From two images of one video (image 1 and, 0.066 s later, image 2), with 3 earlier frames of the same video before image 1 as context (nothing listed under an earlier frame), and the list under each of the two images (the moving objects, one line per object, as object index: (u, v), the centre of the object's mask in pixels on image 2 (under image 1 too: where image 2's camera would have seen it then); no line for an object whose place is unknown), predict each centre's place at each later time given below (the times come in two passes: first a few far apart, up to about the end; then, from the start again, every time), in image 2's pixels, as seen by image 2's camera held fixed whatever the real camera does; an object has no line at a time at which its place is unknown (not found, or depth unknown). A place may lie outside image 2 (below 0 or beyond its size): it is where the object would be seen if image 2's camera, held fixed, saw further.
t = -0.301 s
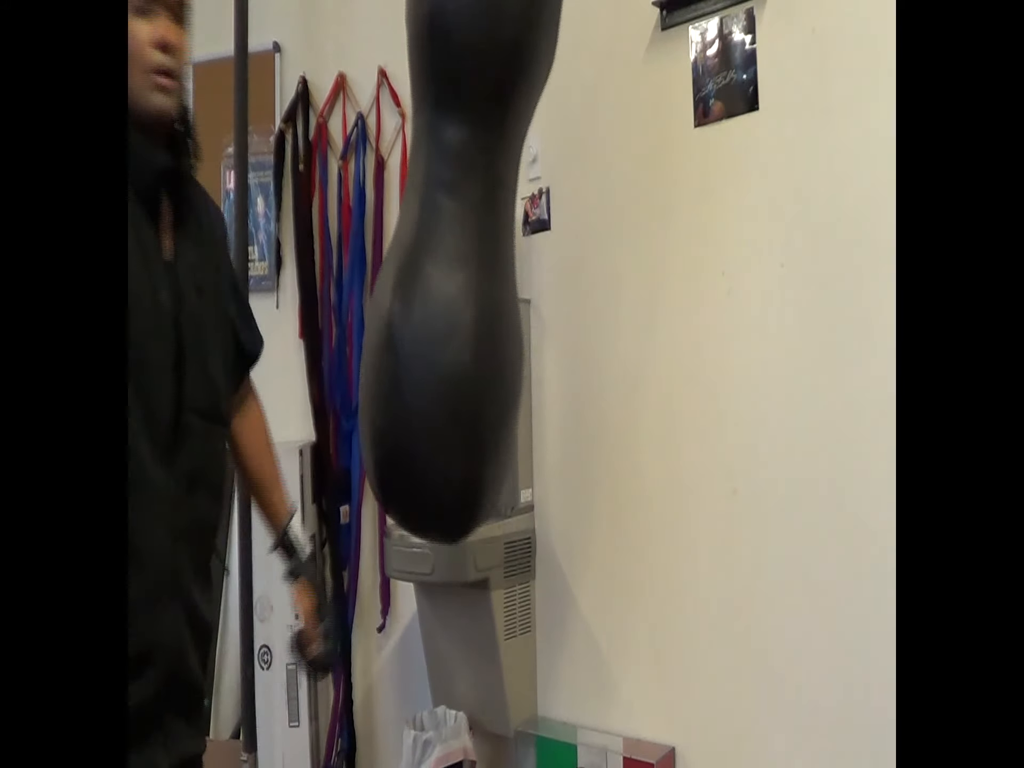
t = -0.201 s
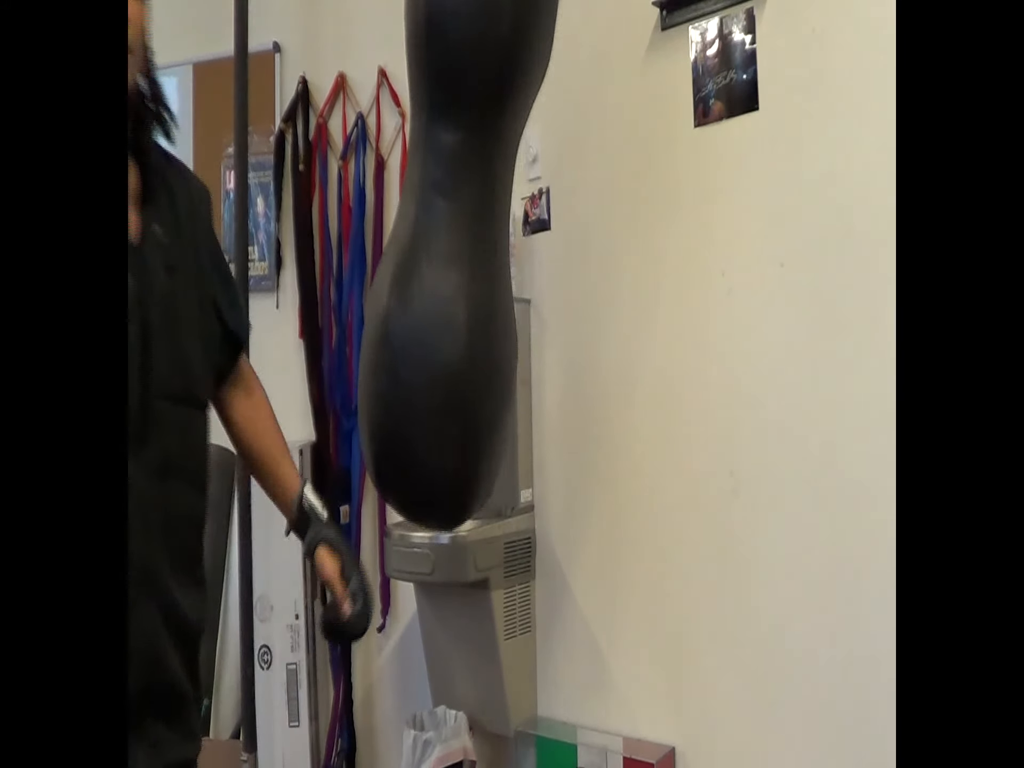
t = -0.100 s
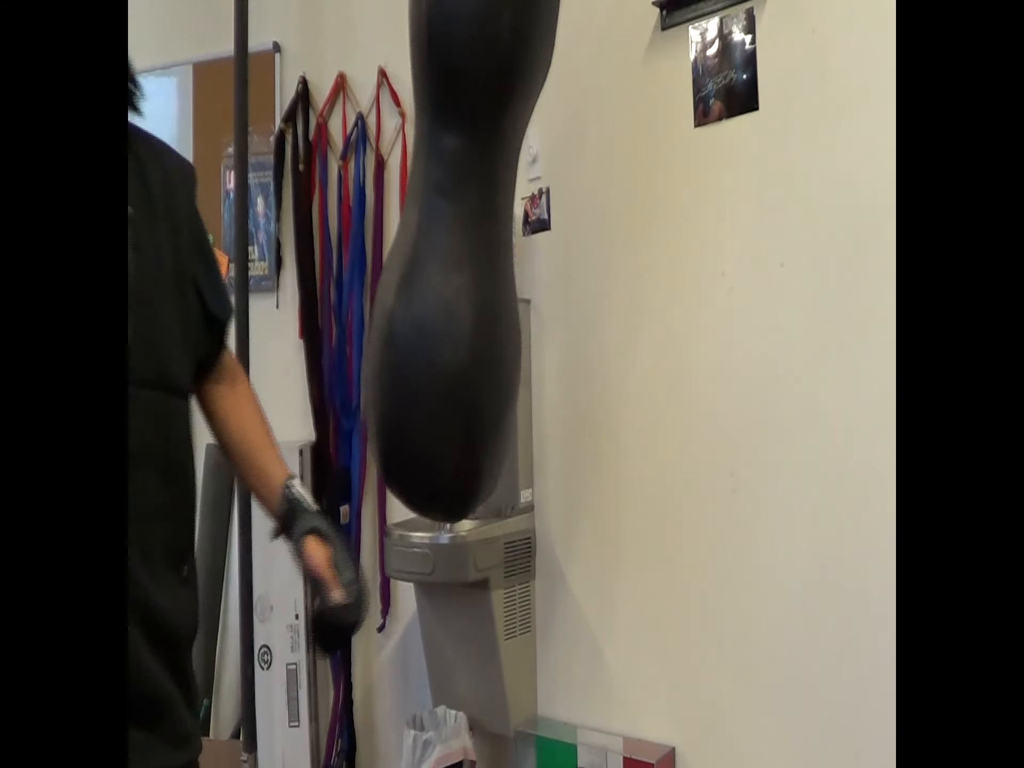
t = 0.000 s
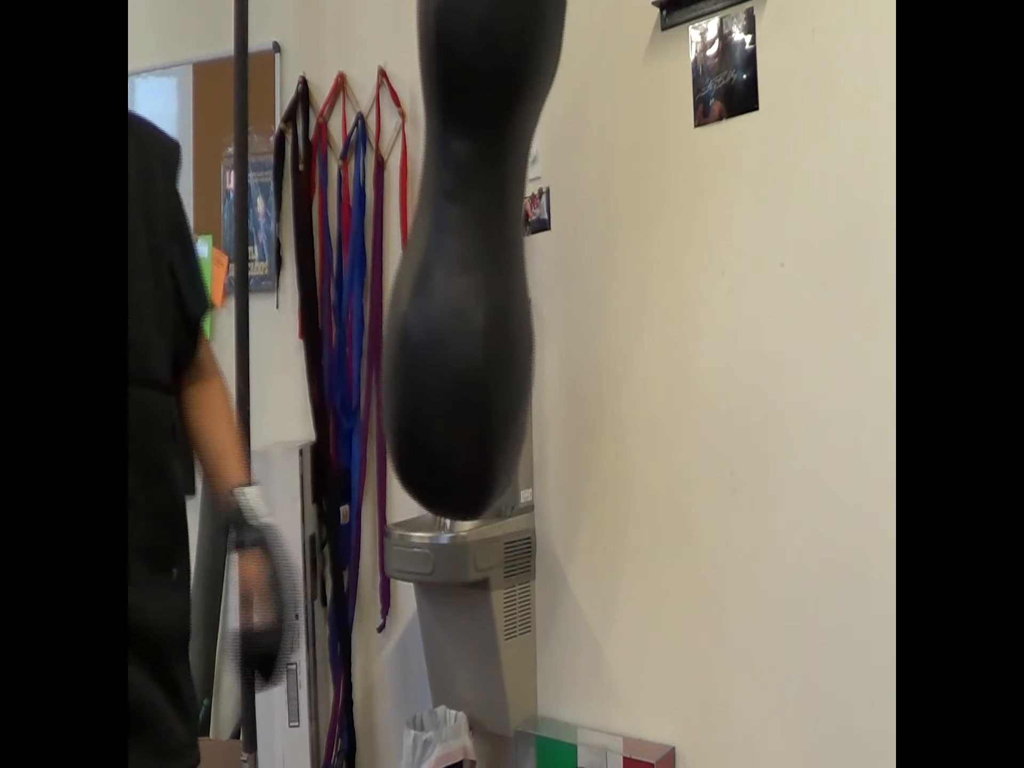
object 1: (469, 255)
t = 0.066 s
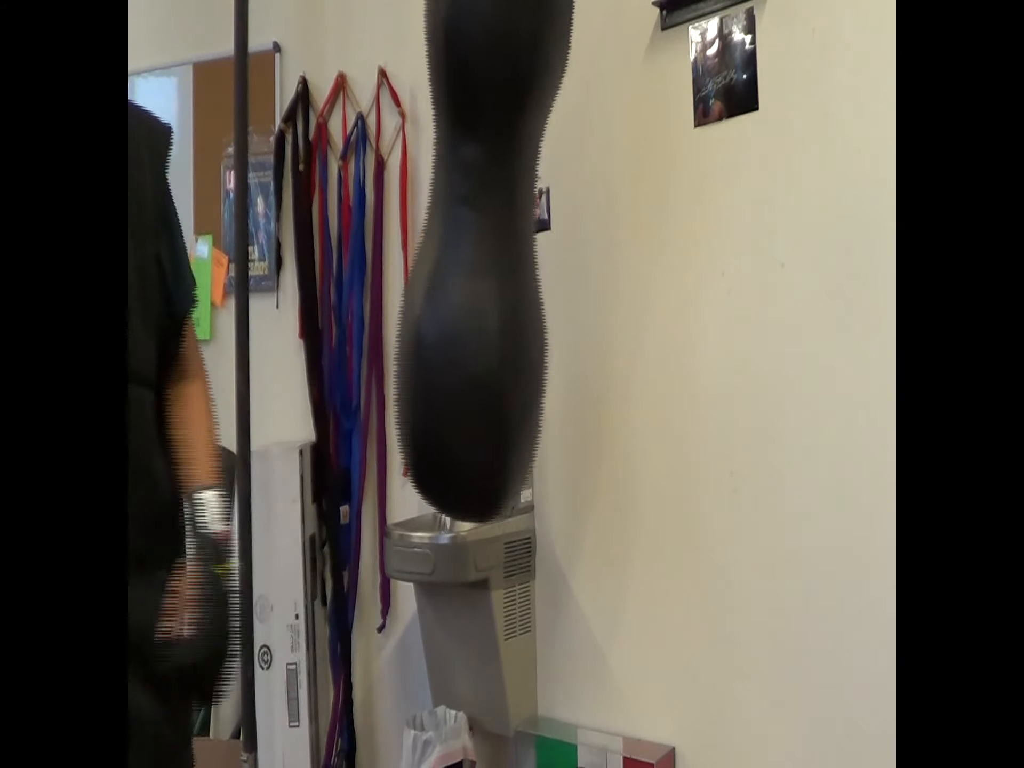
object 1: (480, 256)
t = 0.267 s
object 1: (527, 264)
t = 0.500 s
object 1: (595, 278)
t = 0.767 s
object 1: (665, 281)
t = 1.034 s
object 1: (681, 278)
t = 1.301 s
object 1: (619, 291)
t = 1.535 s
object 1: (535, 299)
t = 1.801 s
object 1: (471, 278)
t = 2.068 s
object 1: (462, 259)
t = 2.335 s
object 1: (501, 259)
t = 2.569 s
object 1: (559, 271)
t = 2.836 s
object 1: (630, 280)
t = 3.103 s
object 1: (676, 279)
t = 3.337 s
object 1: (659, 283)
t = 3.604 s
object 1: (583, 298)
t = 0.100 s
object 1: (487, 258)
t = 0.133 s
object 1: (494, 259)
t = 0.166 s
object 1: (501, 260)
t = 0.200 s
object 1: (510, 262)
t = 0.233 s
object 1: (518, 264)
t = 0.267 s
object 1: (527, 264)
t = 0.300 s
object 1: (537, 268)
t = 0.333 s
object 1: (545, 269)
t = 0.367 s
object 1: (555, 271)
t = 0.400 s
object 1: (566, 273)
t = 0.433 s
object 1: (575, 274)
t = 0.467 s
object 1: (585, 276)
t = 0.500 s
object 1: (595, 278)
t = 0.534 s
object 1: (605, 280)
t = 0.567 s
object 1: (615, 282)
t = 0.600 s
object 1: (624, 280)
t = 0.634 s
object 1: (633, 281)
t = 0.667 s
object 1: (642, 281)
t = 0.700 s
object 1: (651, 282)
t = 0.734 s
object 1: (658, 281)
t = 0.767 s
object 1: (665, 281)
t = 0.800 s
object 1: (671, 278)
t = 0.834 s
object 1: (676, 279)
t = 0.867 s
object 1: (680, 279)
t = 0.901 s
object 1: (682, 276)
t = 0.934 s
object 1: (684, 276)
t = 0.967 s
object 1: (684, 277)
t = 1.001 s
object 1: (683, 277)
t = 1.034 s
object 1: (681, 278)
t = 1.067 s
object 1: (678, 279)
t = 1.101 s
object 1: (672, 278)
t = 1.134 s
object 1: (666, 282)
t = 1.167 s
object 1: (659, 283)
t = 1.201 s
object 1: (650, 284)
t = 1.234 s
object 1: (641, 286)
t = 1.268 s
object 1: (631, 290)
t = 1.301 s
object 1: (619, 291)
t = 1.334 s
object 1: (608, 295)
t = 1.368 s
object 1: (597, 297)
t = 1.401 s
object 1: (584, 297)
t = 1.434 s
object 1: (571, 296)
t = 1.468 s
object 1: (559, 300)
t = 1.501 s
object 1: (547, 297)
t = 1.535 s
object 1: (535, 299)
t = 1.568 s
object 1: (525, 297)
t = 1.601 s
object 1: (515, 296)
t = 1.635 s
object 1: (505, 294)
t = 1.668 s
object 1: (496, 290)
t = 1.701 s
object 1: (489, 288)
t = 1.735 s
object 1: (482, 286)
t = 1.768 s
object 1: (476, 282)
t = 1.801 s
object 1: (471, 278)
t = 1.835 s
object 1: (467, 276)
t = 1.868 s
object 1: (464, 272)
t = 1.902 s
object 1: (461, 269)
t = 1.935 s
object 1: (460, 267)
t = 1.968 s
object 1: (459, 265)
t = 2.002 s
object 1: (460, 263)
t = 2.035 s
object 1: (461, 261)
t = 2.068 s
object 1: (462, 259)
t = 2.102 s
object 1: (465, 257)
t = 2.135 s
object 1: (469, 257)
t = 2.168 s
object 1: (472, 257)
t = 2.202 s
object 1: (477, 257)
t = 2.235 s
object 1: (482, 258)
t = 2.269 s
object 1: (488, 257)
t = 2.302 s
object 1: (494, 259)
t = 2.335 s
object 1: (501, 259)
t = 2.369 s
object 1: (508, 260)
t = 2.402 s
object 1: (516, 263)
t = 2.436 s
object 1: (524, 265)
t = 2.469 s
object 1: (532, 266)
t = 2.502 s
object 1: (541, 268)
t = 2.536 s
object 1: (550, 270)
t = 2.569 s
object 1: (559, 271)
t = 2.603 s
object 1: (568, 274)
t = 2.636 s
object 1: (577, 275)
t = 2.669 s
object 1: (586, 278)
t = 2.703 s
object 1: (595, 278)
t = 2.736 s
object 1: (604, 280)
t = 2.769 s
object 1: (614, 282)
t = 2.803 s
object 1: (622, 282)
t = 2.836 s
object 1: (630, 280)
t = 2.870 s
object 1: (639, 282)
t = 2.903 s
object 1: (646, 280)
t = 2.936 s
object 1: (652, 280)
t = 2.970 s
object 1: (659, 281)
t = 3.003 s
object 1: (664, 281)
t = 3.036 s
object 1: (669, 280)
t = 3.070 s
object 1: (673, 280)
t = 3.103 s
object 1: (676, 279)
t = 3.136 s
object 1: (676, 277)
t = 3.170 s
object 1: (677, 277)
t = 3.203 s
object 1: (675, 278)
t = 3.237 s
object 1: (675, 280)
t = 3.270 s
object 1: (670, 285)
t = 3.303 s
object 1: (664, 287)
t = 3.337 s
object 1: (659, 283)
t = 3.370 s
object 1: (653, 283)
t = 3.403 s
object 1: (645, 286)
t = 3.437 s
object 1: (636, 286)
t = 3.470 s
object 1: (626, 290)
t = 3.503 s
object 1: (616, 291)
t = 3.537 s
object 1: (605, 294)
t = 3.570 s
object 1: (594, 295)
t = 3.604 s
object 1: (583, 298)
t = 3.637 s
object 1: (572, 298)
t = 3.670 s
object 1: (560, 301)
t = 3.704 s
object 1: (548, 301)
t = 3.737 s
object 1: (537, 303)
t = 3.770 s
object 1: (528, 300)
